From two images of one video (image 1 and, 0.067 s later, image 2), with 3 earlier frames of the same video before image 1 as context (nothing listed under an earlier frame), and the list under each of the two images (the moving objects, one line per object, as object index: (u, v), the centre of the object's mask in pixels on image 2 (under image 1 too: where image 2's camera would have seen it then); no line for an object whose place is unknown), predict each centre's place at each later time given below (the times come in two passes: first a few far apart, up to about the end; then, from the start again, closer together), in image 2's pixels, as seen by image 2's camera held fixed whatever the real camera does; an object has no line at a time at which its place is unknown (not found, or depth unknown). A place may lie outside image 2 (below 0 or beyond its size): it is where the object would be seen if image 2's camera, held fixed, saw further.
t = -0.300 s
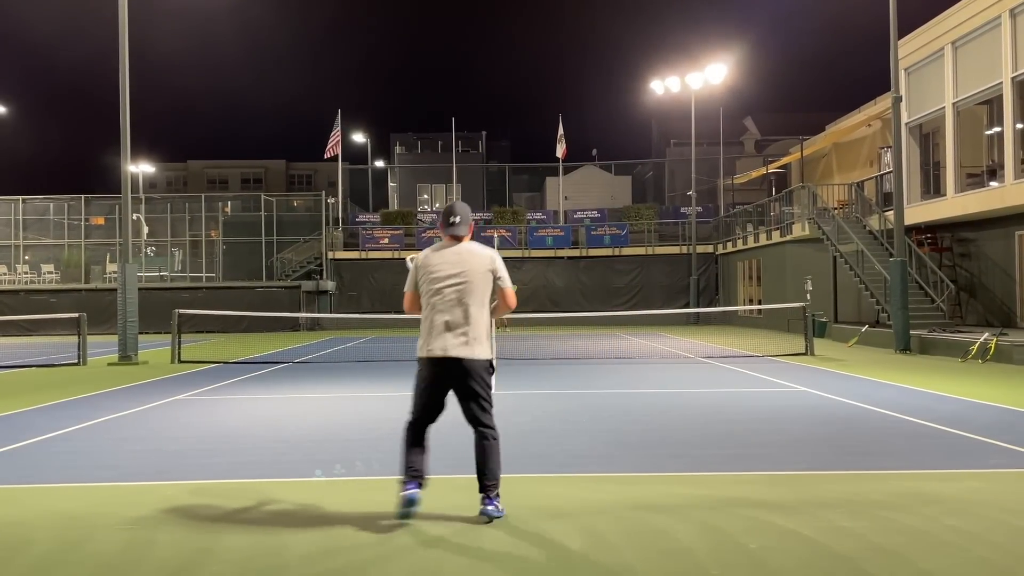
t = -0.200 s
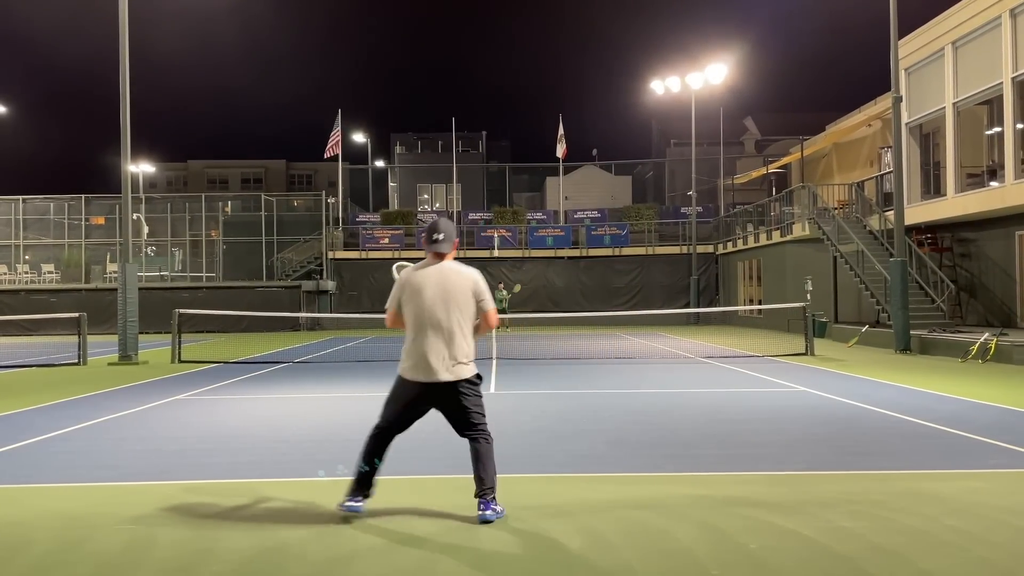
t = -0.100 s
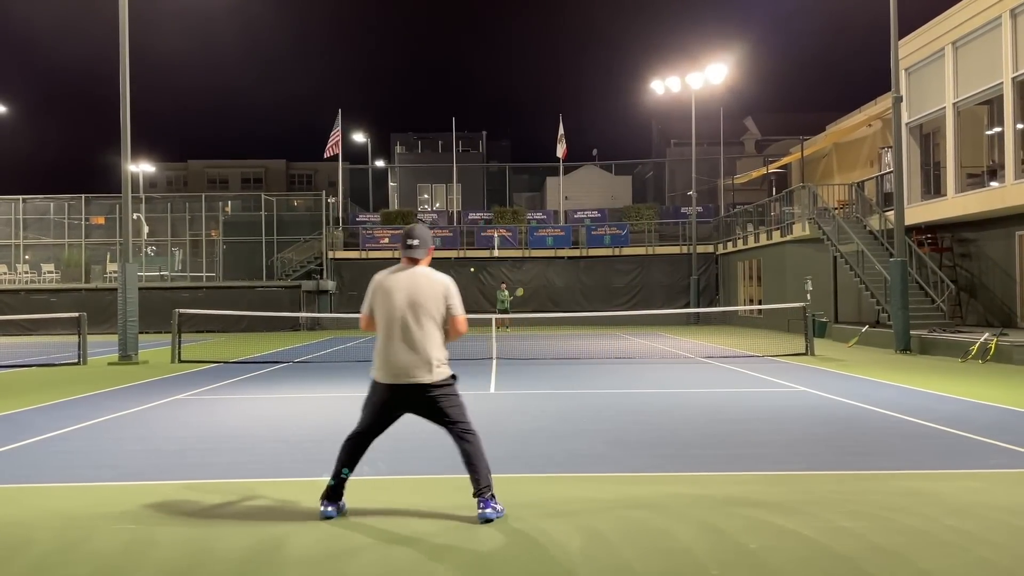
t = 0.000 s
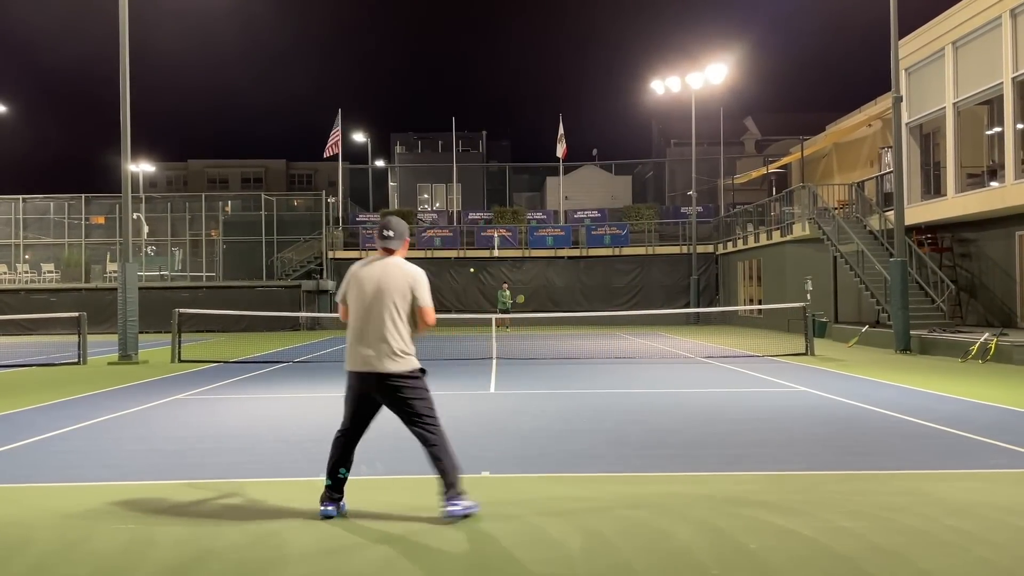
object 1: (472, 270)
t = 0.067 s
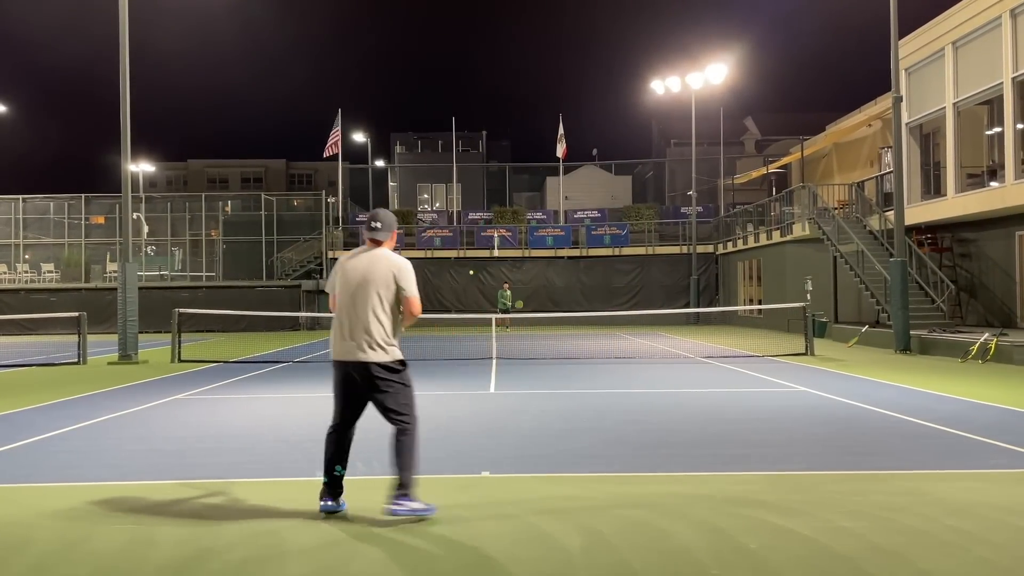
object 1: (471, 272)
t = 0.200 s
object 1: (469, 283)
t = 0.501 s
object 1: (462, 355)
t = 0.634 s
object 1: (454, 392)
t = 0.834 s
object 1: (436, 357)
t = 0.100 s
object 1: (471, 274)
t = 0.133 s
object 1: (471, 277)
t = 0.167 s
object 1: (470, 280)
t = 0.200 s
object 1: (469, 283)
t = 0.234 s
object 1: (469, 288)
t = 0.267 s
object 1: (469, 293)
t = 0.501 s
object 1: (462, 355)
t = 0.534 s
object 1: (460, 369)
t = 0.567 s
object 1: (458, 385)
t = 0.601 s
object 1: (457, 400)
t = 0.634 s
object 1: (454, 392)
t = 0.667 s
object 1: (452, 385)
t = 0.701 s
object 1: (449, 377)
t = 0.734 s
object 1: (446, 371)
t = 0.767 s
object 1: (443, 365)
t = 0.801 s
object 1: (440, 360)
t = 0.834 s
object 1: (436, 357)
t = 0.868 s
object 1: (433, 354)
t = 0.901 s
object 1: (429, 353)
